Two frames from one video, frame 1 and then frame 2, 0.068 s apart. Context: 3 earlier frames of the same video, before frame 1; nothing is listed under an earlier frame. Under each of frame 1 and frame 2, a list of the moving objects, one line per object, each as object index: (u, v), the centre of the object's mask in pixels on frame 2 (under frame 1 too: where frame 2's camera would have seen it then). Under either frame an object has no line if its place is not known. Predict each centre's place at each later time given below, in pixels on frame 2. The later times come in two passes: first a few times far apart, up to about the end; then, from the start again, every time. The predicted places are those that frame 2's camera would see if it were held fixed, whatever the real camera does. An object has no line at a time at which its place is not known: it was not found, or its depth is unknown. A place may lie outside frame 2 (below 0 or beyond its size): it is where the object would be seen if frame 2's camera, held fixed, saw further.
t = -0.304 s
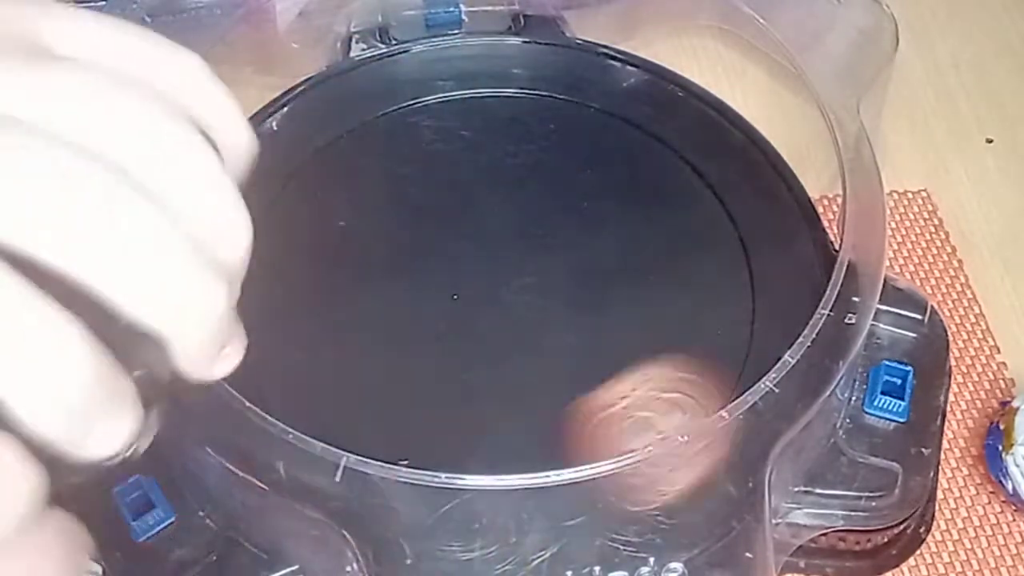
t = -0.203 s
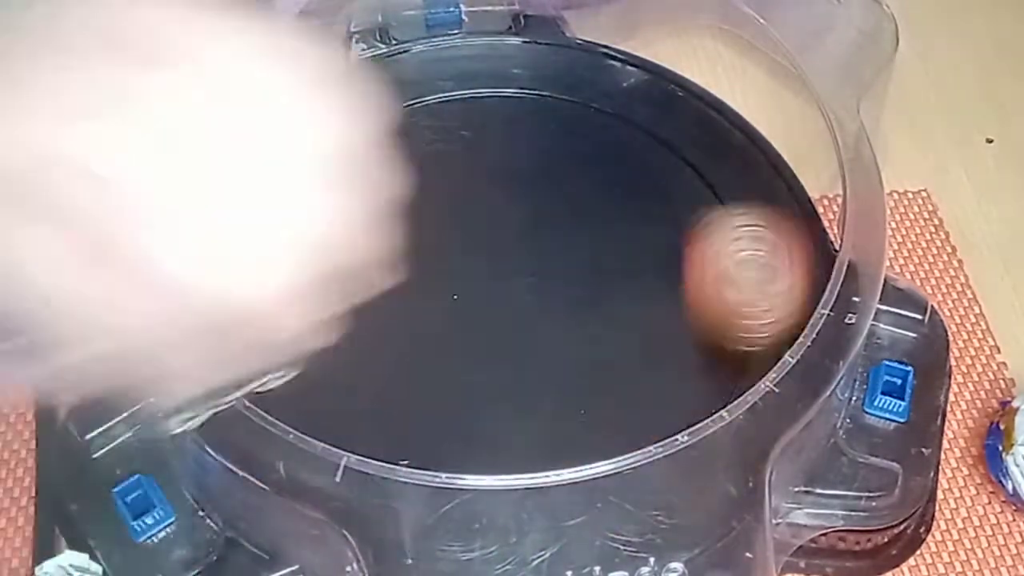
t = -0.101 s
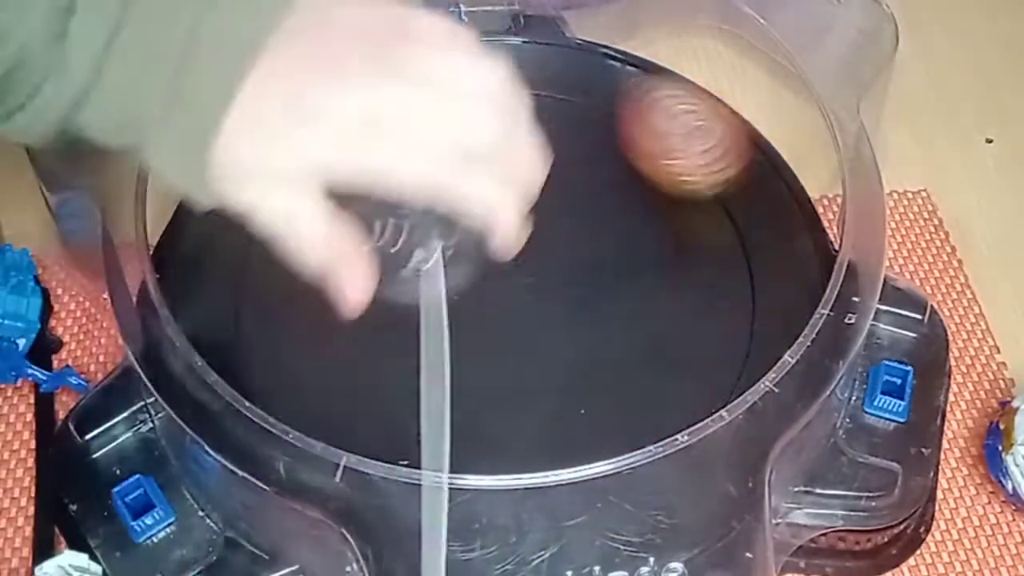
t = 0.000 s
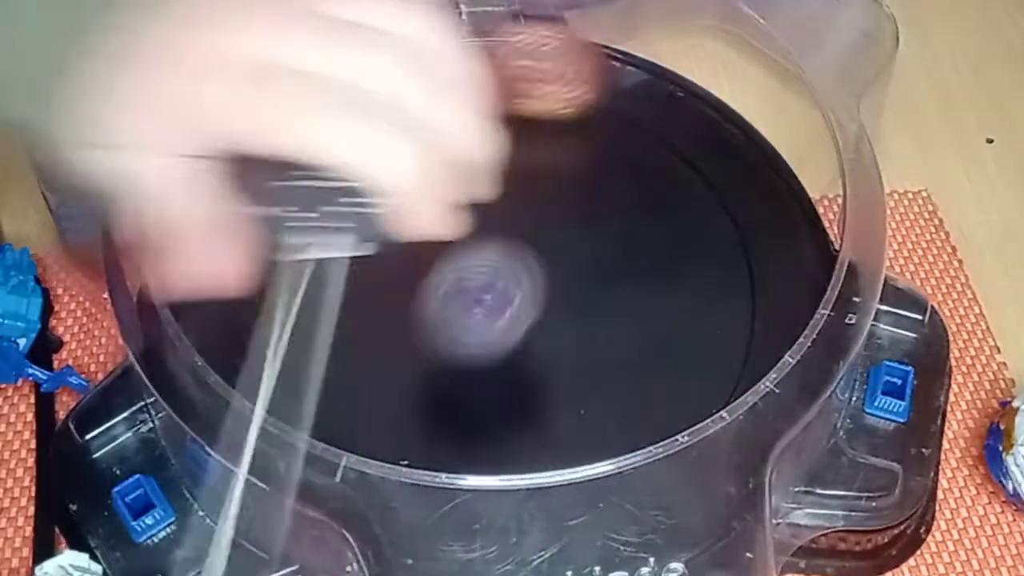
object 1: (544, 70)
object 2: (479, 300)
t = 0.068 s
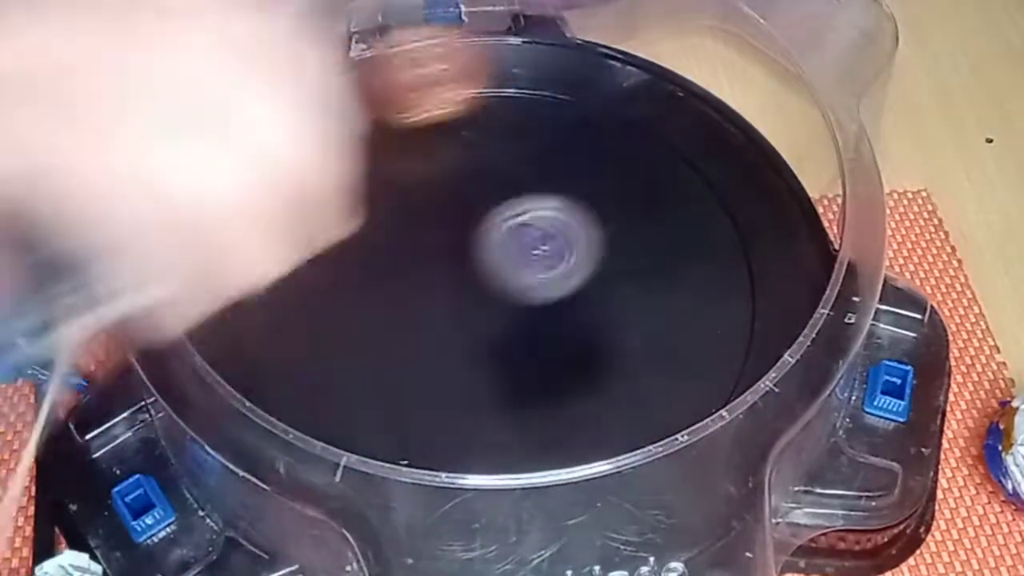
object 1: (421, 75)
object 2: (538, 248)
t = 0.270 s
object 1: (253, 330)
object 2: (592, 132)
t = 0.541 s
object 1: (714, 369)
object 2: (399, 128)
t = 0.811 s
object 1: (554, 73)
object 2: (380, 416)
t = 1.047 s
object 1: (242, 250)
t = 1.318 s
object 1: (630, 450)
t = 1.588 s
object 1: (652, 113)
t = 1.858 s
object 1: (273, 178)
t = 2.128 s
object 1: (490, 487)
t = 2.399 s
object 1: (732, 190)
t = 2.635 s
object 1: (434, 76)
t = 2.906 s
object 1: (262, 367)
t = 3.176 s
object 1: (702, 388)
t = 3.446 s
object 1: (616, 96)
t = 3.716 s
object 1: (271, 174)
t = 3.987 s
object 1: (448, 482)
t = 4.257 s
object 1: (743, 251)
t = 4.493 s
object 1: (530, 78)
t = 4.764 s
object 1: (239, 244)
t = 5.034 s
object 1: (529, 479)
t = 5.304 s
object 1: (726, 209)
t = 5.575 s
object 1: (394, 69)
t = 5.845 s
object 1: (288, 452)
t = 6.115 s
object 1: (667, 478)
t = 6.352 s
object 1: (736, 251)
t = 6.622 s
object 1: (510, 110)
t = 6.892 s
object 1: (319, 224)
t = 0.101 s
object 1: (367, 100)
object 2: (566, 241)
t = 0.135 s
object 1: (317, 128)
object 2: (581, 216)
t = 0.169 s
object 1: (277, 166)
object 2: (591, 195)
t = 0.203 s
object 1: (248, 217)
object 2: (597, 171)
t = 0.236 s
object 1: (238, 275)
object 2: (598, 151)
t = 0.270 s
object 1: (253, 330)
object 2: (592, 132)
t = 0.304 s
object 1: (282, 386)
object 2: (583, 118)
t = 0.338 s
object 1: (334, 438)
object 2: (567, 106)
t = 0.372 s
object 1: (404, 467)
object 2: (549, 98)
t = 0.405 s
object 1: (482, 482)
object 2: (526, 95)
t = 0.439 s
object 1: (557, 474)
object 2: (498, 97)
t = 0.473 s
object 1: (625, 449)
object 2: (465, 102)
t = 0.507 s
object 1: (678, 413)
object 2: (433, 113)
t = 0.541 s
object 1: (714, 369)
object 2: (399, 128)
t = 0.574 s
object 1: (740, 319)
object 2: (368, 152)
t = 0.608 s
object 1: (751, 273)
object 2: (341, 183)
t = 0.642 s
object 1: (743, 223)
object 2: (322, 219)
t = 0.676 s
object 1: (723, 178)
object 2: (311, 259)
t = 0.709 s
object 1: (689, 140)
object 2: (308, 304)
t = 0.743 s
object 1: (650, 111)
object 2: (318, 350)
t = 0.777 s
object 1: (603, 90)
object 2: (342, 385)
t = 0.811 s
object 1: (554, 73)
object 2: (380, 416)
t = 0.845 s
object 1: (500, 66)
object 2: (423, 452)
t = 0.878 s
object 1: (436, 74)
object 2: (477, 476)
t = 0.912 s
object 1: (380, 93)
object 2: (538, 473)
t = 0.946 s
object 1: (333, 122)
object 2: (595, 455)
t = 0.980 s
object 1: (290, 156)
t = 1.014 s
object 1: (259, 199)
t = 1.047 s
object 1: (242, 250)
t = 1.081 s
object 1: (246, 305)
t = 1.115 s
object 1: (264, 356)
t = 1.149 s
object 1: (301, 408)
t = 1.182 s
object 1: (353, 449)
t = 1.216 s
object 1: (419, 473)
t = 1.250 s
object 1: (494, 483)
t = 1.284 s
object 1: (563, 474)
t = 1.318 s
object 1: (630, 450)
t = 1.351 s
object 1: (680, 416)
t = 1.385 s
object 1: (716, 373)
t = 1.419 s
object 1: (740, 324)
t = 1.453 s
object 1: (753, 278)
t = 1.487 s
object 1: (745, 227)
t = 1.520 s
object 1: (726, 181)
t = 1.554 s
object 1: (692, 142)
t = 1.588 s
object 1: (652, 113)
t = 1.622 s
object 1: (608, 92)
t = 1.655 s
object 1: (557, 76)
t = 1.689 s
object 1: (505, 68)
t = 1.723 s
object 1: (446, 74)
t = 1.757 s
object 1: (392, 89)
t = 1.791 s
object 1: (348, 114)
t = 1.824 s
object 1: (306, 141)
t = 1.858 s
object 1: (273, 178)
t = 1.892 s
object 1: (249, 222)
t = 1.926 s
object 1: (239, 272)
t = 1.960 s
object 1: (250, 322)
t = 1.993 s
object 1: (268, 374)
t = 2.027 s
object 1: (305, 418)
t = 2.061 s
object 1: (356, 454)
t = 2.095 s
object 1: (419, 481)
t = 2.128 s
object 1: (490, 487)
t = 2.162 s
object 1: (559, 482)
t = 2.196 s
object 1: (624, 456)
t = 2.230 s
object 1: (674, 422)
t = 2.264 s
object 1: (712, 378)
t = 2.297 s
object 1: (734, 328)
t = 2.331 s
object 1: (751, 284)
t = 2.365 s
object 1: (745, 235)
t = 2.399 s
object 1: (732, 190)
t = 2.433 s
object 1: (701, 151)
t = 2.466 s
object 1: (665, 121)
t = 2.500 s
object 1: (625, 99)
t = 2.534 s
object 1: (580, 79)
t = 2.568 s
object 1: (533, 71)
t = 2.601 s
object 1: (487, 67)
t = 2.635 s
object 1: (434, 76)
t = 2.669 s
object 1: (384, 90)
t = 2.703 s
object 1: (341, 113)
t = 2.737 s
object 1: (301, 141)
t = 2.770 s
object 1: (268, 178)
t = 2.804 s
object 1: (246, 218)
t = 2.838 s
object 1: (234, 269)
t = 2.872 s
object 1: (242, 316)
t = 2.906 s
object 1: (262, 367)
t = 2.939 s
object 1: (294, 413)
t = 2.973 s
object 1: (345, 451)
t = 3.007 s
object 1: (406, 475)
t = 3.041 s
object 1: (477, 486)
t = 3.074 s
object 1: (546, 480)
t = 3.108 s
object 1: (613, 459)
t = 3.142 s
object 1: (663, 429)
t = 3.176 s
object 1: (702, 388)
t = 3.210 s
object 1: (729, 344)
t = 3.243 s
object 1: (744, 300)
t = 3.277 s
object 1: (747, 255)
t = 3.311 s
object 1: (739, 210)
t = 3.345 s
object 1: (717, 171)
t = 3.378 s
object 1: (689, 141)
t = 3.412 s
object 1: (654, 115)
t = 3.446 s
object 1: (616, 96)
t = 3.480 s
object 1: (576, 81)
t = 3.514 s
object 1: (532, 71)
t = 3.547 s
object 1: (485, 71)
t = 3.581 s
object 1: (435, 77)
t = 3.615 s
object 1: (386, 92)
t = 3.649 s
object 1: (344, 113)
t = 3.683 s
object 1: (306, 138)
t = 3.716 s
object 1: (271, 174)
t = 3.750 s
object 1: (247, 212)
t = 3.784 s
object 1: (236, 261)
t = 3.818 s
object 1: (238, 304)
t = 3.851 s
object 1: (257, 353)
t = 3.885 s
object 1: (284, 401)
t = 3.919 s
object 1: (331, 438)
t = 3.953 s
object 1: (383, 468)
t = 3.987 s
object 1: (448, 482)
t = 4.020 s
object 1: (516, 483)
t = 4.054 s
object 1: (576, 471)
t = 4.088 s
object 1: (633, 446)
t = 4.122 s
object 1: (678, 414)
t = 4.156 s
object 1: (710, 377)
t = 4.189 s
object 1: (730, 332)
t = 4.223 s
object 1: (743, 294)
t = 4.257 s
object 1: (743, 251)
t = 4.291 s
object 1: (732, 210)
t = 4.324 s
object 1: (711, 176)
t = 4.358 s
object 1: (682, 145)
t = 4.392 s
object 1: (647, 118)
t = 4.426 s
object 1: (609, 98)
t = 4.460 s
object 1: (570, 86)
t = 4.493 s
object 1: (530, 78)
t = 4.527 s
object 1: (486, 77)
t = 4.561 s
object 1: (436, 85)
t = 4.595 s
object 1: (393, 96)
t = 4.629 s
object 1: (351, 114)
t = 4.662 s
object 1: (314, 138)
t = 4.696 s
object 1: (281, 167)
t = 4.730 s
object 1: (255, 203)
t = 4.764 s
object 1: (239, 244)
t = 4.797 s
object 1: (240, 292)
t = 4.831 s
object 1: (254, 332)
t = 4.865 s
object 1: (274, 379)
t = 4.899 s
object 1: (305, 422)
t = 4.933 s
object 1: (355, 452)
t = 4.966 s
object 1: (408, 472)
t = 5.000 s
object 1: (468, 484)
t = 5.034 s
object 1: (529, 479)
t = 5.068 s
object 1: (584, 468)
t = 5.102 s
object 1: (635, 443)
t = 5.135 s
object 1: (675, 412)
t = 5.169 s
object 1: (706, 374)
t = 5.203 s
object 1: (726, 331)
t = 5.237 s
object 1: (739, 293)
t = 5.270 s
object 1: (737, 250)
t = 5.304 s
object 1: (726, 209)
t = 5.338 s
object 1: (705, 174)
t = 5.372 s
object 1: (679, 142)
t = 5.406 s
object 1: (647, 117)
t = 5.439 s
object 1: (611, 97)
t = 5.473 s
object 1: (570, 78)
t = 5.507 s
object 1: (518, 49)
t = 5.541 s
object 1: (454, 38)
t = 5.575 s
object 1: (394, 69)
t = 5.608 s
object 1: (347, 112)
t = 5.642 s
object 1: (302, 153)
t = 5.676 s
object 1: (263, 200)
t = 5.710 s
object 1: (231, 250)
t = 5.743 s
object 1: (228, 297)
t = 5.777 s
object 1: (240, 348)
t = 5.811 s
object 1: (262, 400)
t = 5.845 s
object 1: (288, 452)
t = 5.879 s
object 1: (329, 486)
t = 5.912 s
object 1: (388, 498)
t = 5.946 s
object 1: (439, 516)
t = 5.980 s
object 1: (493, 522)
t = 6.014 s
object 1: (544, 520)
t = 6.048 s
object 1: (593, 513)
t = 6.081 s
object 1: (634, 498)
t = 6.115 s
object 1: (667, 478)
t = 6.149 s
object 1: (693, 451)
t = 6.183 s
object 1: (716, 420)
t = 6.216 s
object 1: (732, 385)
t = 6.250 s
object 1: (738, 347)
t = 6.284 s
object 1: (742, 315)
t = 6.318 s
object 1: (745, 282)
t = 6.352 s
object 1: (736, 251)
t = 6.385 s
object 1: (722, 221)
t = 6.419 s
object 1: (705, 196)
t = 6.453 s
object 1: (682, 174)
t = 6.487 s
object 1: (653, 155)
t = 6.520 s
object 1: (622, 137)
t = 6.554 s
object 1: (585, 123)
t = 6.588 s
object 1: (549, 114)
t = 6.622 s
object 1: (510, 110)
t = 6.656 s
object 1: (477, 111)
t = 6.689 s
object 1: (441, 118)
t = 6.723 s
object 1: (412, 129)
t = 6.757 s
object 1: (387, 143)
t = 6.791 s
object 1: (363, 159)
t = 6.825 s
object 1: (345, 178)
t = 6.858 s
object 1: (330, 198)
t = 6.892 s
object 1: (319, 224)
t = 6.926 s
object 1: (313, 249)
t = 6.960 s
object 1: (313, 276)
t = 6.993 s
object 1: (320, 299)
